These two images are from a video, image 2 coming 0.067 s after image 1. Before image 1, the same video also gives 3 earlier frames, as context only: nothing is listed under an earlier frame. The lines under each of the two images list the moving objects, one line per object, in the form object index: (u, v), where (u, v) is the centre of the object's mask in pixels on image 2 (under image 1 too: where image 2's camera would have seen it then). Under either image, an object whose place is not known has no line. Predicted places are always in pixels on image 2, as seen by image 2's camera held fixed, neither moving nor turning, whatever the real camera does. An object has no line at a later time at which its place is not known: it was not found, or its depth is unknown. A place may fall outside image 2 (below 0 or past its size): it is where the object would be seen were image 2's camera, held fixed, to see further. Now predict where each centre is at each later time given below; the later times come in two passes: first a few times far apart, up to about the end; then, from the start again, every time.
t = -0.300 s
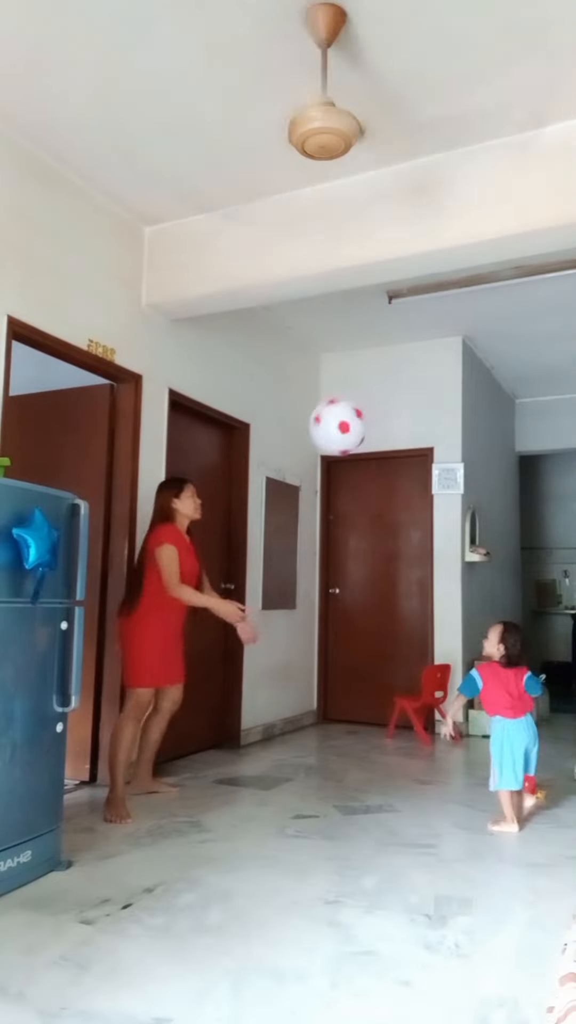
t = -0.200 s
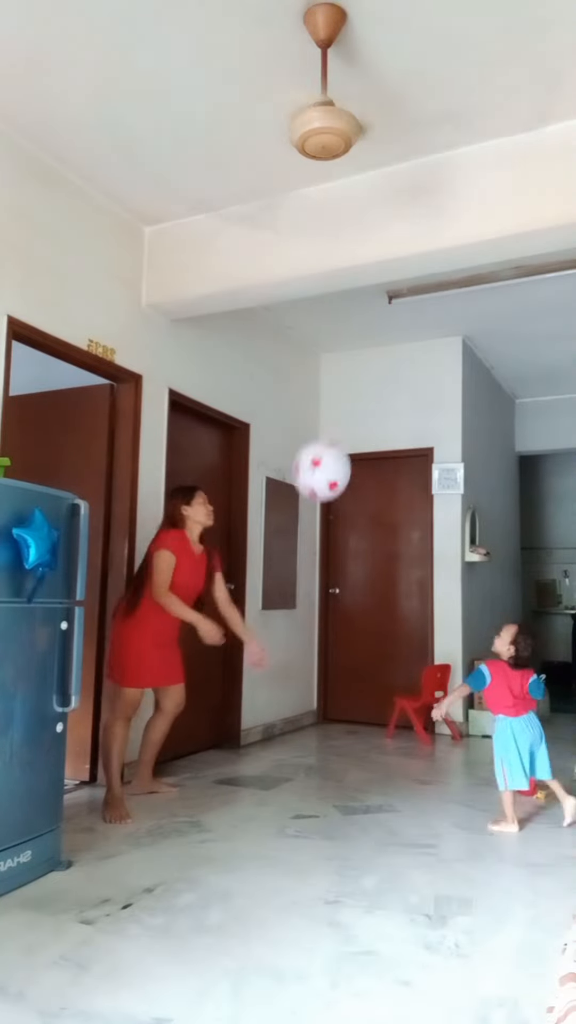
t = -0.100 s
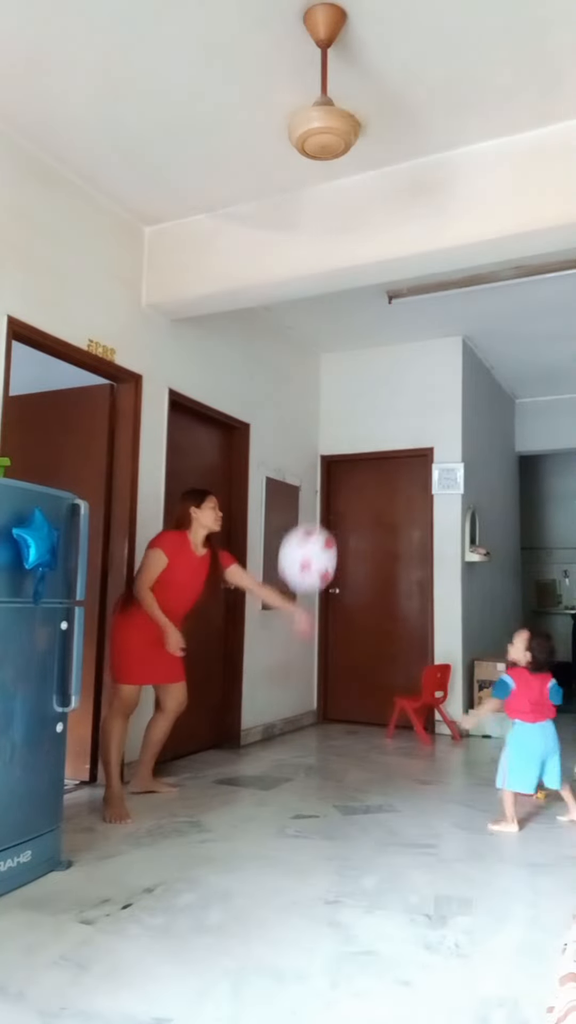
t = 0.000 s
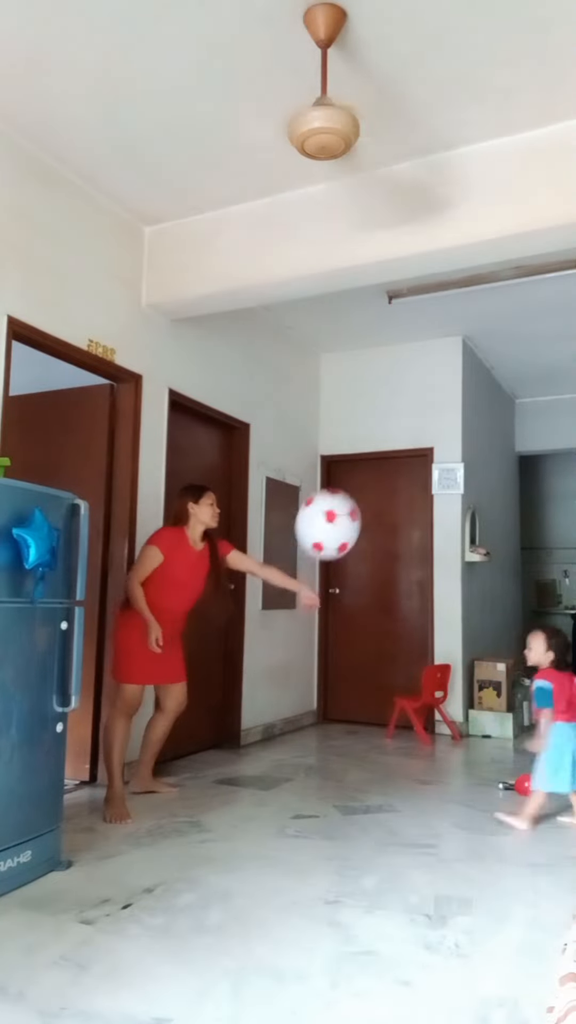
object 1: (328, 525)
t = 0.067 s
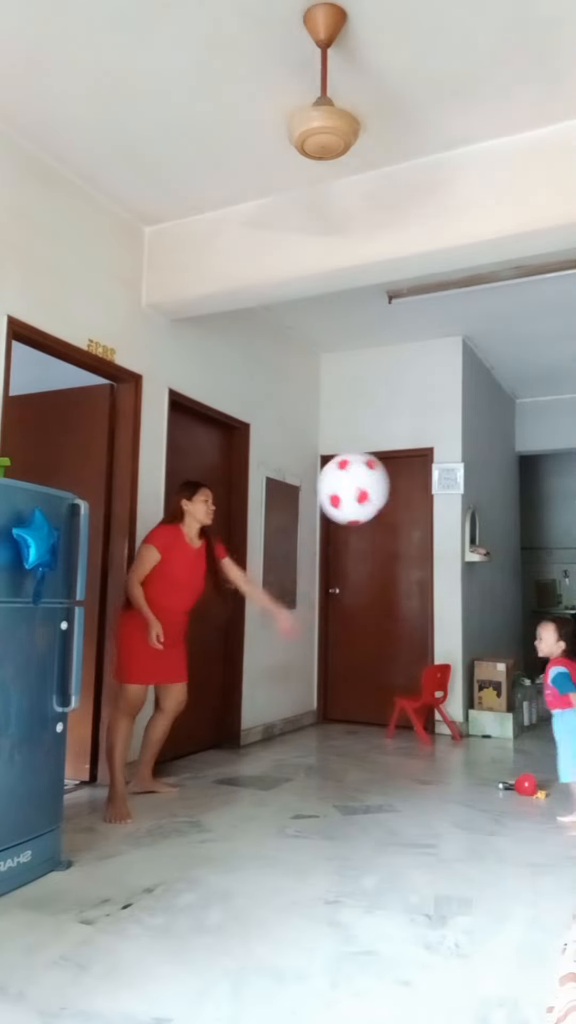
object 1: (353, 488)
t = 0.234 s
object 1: (411, 525)
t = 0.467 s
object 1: (487, 844)
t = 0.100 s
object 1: (360, 484)
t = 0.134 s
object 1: (374, 480)
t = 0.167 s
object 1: (390, 488)
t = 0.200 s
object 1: (403, 509)
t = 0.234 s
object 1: (411, 525)
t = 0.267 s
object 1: (433, 569)
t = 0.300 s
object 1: (455, 629)
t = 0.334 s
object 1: (479, 704)
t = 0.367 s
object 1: (506, 798)
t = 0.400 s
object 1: (529, 909)
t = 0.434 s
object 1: (519, 899)
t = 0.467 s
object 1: (487, 844)
